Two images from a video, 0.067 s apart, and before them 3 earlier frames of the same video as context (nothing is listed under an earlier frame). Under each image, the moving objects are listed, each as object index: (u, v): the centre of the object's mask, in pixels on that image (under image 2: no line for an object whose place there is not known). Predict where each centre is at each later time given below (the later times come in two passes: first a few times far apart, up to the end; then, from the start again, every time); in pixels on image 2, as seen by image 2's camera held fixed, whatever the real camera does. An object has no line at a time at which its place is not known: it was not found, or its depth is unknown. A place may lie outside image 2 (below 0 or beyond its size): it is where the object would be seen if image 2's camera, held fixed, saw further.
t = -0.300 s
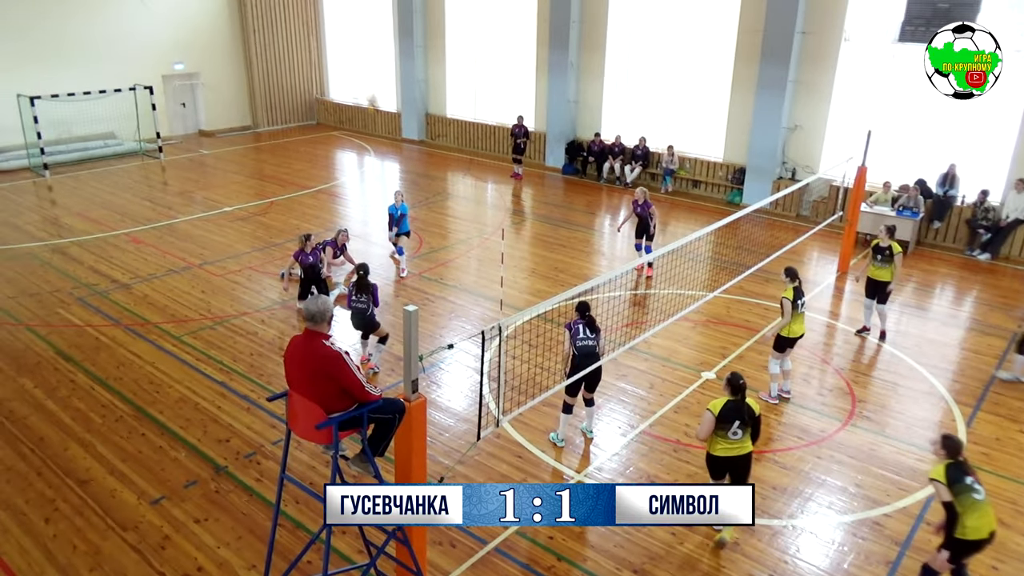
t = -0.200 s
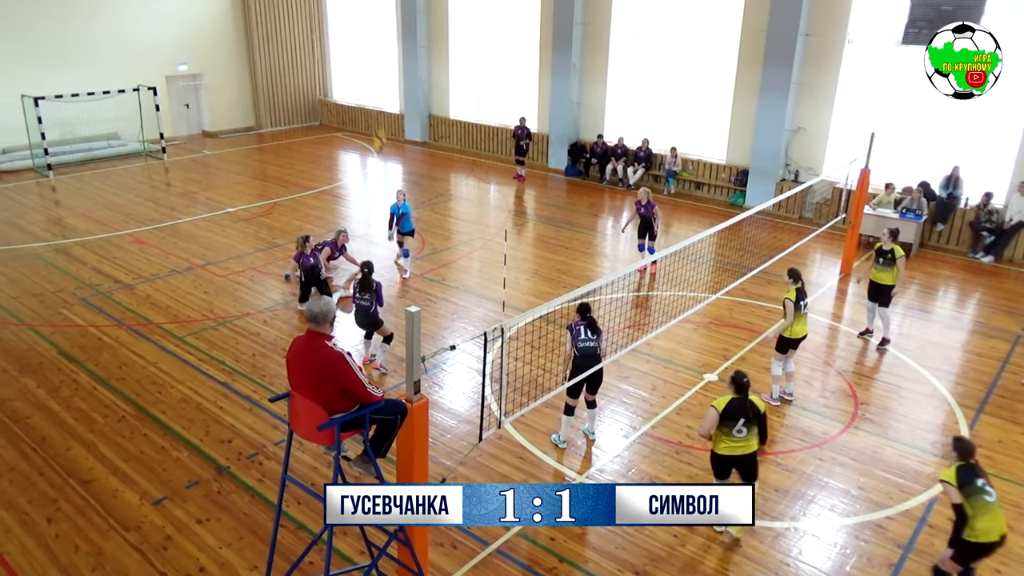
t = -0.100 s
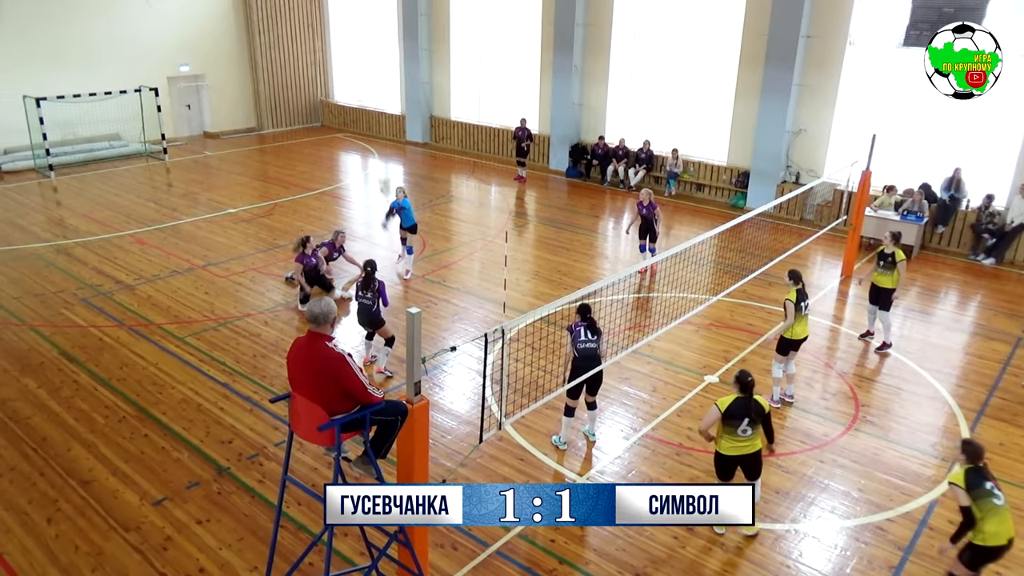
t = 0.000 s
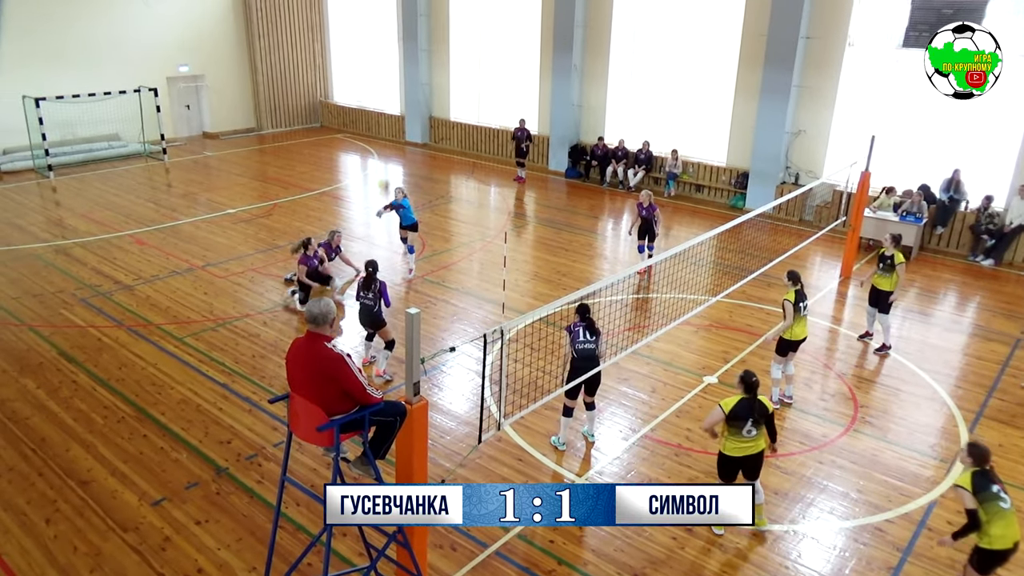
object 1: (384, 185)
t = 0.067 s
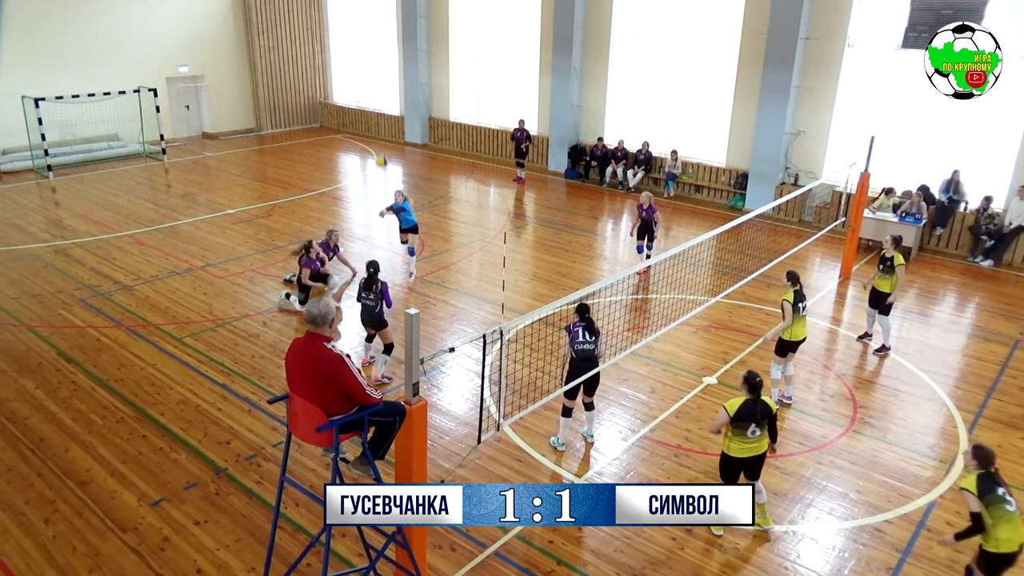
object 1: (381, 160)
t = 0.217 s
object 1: (376, 110)
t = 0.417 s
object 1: (369, 63)
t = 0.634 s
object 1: (363, 39)
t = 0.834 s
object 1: (356, 48)
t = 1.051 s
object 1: (353, 92)
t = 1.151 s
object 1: (352, 121)
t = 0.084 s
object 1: (381, 154)
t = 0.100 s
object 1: (380, 149)
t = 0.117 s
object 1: (379, 144)
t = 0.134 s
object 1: (379, 139)
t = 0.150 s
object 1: (378, 133)
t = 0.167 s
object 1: (378, 126)
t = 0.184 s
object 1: (377, 120)
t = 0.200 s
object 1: (376, 117)
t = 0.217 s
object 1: (376, 110)
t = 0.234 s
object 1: (376, 107)
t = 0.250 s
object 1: (375, 103)
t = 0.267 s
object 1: (375, 97)
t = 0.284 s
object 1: (374, 92)
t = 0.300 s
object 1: (374, 88)
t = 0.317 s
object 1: (373, 84)
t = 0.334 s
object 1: (373, 80)
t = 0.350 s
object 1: (372, 77)
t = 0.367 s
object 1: (371, 73)
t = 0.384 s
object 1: (370, 69)
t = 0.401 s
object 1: (370, 66)
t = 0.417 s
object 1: (369, 63)
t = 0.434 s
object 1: (369, 60)
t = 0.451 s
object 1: (368, 59)
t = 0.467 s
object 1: (368, 56)
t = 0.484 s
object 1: (367, 53)
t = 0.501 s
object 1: (366, 50)
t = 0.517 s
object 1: (366, 48)
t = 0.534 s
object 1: (365, 47)
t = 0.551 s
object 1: (365, 45)
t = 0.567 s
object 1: (365, 44)
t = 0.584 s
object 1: (364, 42)
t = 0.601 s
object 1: (364, 41)
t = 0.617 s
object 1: (363, 39)
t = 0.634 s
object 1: (363, 39)
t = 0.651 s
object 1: (362, 38)
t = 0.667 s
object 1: (361, 38)
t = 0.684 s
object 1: (361, 38)
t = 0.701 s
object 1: (360, 38)
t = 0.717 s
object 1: (360, 38)
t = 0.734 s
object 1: (359, 39)
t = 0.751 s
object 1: (358, 40)
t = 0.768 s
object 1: (358, 41)
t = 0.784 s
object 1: (357, 42)
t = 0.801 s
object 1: (357, 44)
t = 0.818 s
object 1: (357, 46)
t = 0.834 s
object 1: (356, 48)
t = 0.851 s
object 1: (356, 51)
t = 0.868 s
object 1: (356, 53)
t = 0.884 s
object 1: (355, 55)
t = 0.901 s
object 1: (355, 58)
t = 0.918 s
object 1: (355, 61)
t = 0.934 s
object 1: (355, 64)
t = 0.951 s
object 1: (354, 67)
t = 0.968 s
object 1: (354, 71)
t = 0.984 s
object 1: (354, 76)
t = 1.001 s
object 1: (354, 80)
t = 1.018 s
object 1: (354, 82)
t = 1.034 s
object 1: (354, 87)
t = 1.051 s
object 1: (353, 92)
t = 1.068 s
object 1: (353, 97)
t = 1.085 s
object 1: (353, 103)
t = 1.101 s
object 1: (353, 107)
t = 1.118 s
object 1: (352, 111)
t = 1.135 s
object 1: (352, 115)
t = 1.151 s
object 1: (352, 121)
